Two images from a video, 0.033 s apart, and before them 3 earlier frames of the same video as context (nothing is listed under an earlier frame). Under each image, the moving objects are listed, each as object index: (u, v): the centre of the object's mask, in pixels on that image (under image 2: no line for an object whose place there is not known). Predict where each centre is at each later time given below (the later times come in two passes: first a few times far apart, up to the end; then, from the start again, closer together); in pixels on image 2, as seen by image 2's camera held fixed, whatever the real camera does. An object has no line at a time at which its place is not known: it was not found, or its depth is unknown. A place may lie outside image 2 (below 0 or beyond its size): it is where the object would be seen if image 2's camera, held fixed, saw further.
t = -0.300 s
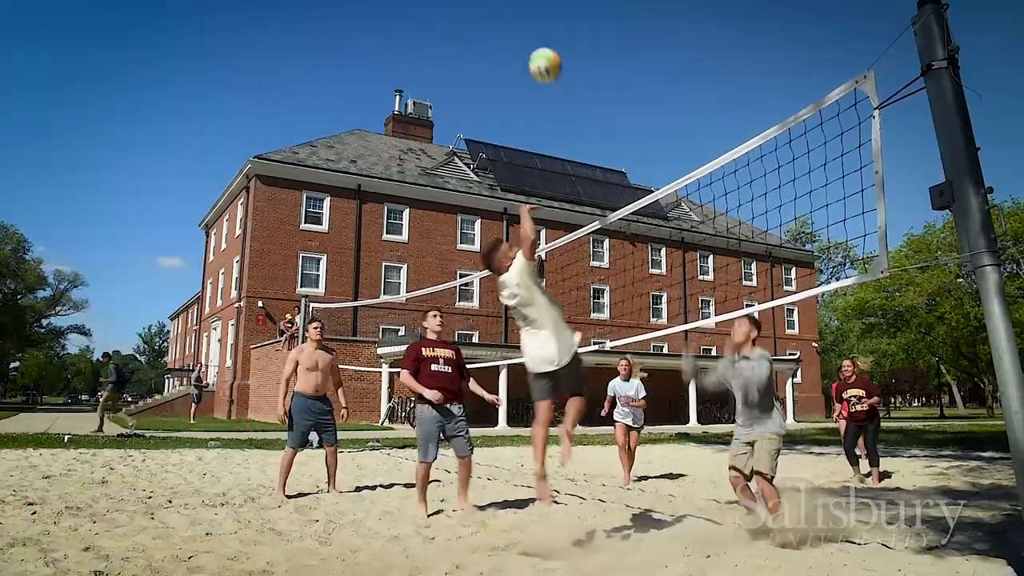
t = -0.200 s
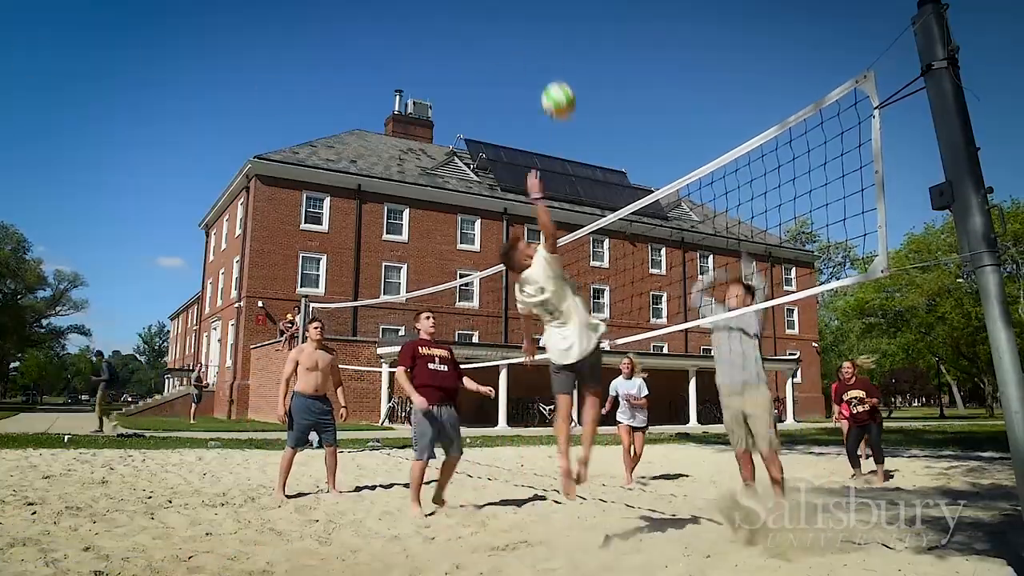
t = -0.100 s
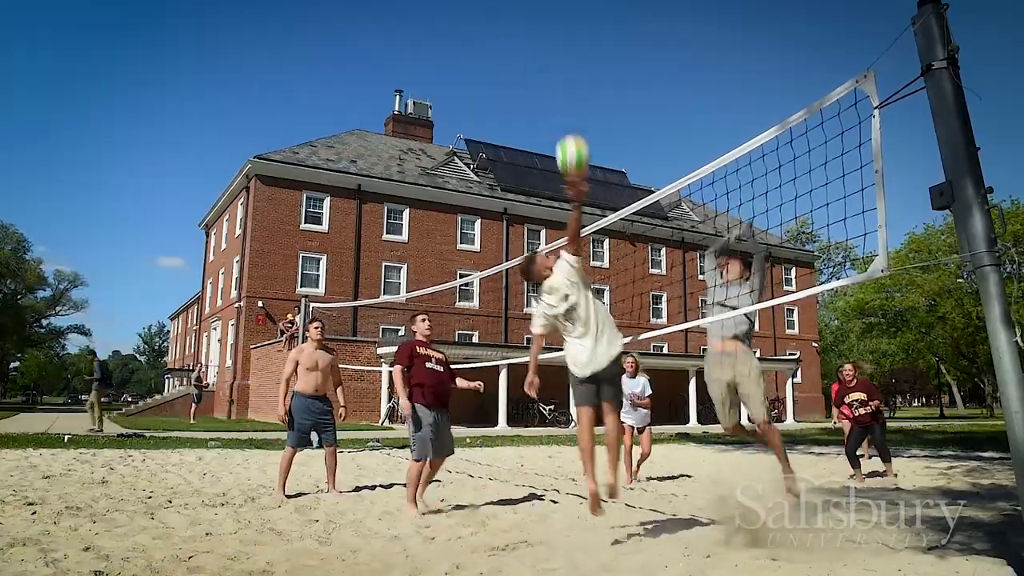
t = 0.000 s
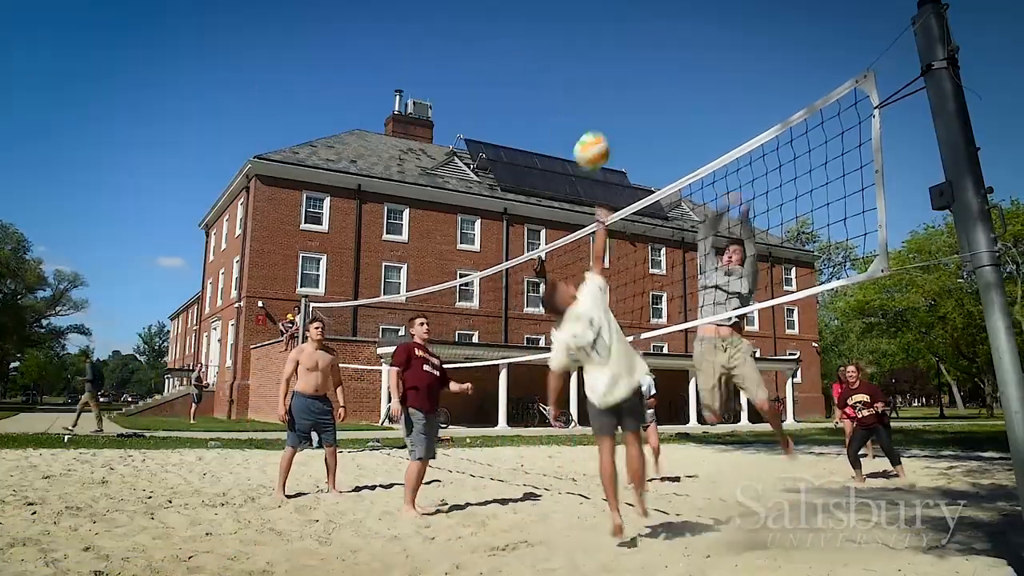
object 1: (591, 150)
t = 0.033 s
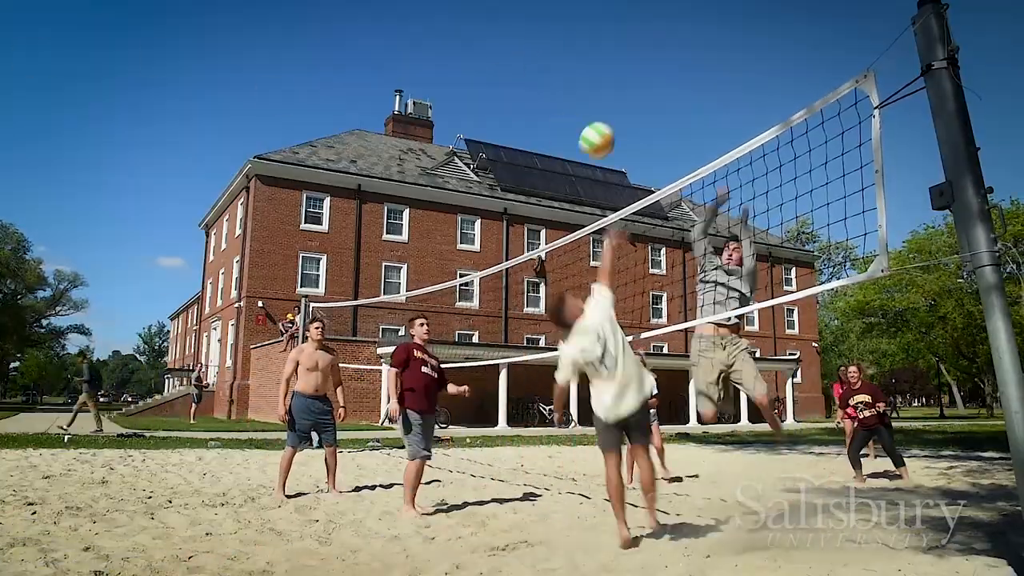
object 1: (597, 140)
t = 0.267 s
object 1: (634, 118)
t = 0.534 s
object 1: (675, 173)
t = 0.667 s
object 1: (701, 242)
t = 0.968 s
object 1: (757, 451)
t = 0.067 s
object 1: (602, 132)
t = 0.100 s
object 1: (608, 125)
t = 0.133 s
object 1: (613, 122)
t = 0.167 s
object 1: (618, 119)
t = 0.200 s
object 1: (624, 117)
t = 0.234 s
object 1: (629, 117)
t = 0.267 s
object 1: (634, 118)
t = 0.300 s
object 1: (639, 120)
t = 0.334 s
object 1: (644, 125)
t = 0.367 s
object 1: (649, 131)
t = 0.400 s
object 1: (655, 138)
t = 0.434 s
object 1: (661, 146)
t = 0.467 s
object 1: (666, 156)
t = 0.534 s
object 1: (675, 173)
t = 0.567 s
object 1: (684, 197)
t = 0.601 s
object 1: (689, 212)
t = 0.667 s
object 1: (701, 242)
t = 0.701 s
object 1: (706, 259)
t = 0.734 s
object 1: (712, 280)
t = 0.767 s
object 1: (718, 295)
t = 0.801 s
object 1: (726, 326)
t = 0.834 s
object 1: (731, 347)
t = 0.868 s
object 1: (737, 373)
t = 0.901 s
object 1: (744, 399)
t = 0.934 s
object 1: (753, 428)
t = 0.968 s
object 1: (757, 451)
